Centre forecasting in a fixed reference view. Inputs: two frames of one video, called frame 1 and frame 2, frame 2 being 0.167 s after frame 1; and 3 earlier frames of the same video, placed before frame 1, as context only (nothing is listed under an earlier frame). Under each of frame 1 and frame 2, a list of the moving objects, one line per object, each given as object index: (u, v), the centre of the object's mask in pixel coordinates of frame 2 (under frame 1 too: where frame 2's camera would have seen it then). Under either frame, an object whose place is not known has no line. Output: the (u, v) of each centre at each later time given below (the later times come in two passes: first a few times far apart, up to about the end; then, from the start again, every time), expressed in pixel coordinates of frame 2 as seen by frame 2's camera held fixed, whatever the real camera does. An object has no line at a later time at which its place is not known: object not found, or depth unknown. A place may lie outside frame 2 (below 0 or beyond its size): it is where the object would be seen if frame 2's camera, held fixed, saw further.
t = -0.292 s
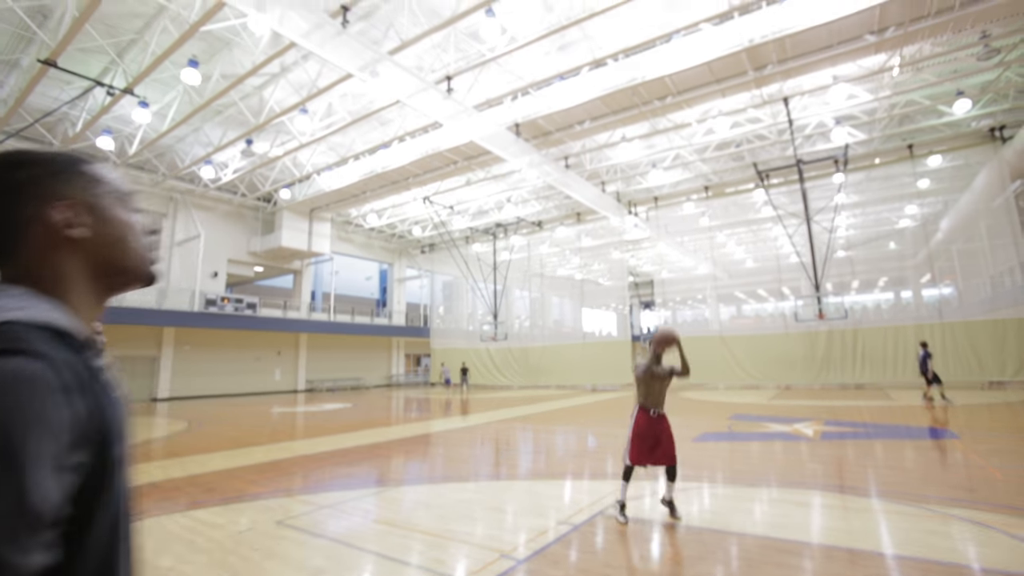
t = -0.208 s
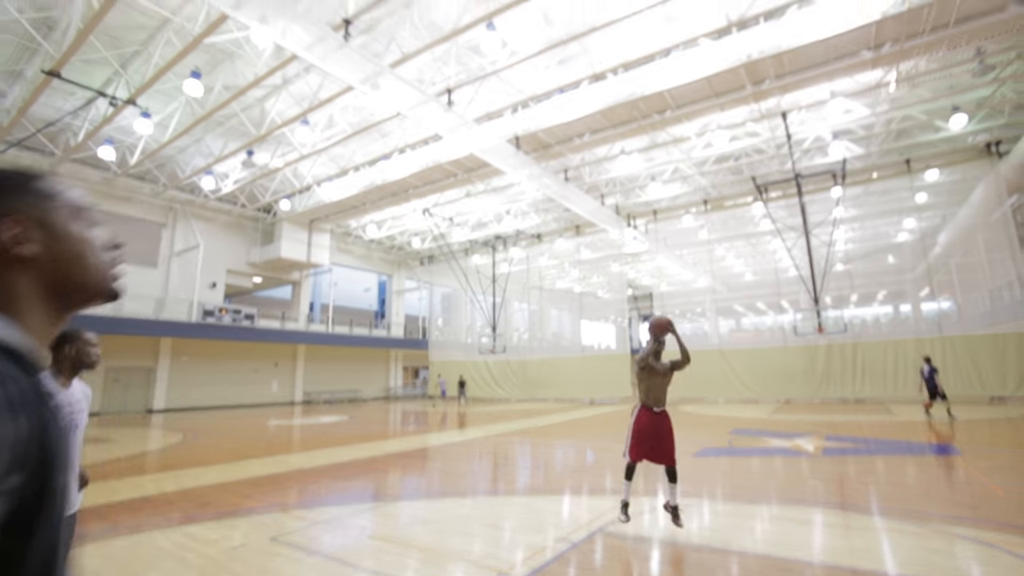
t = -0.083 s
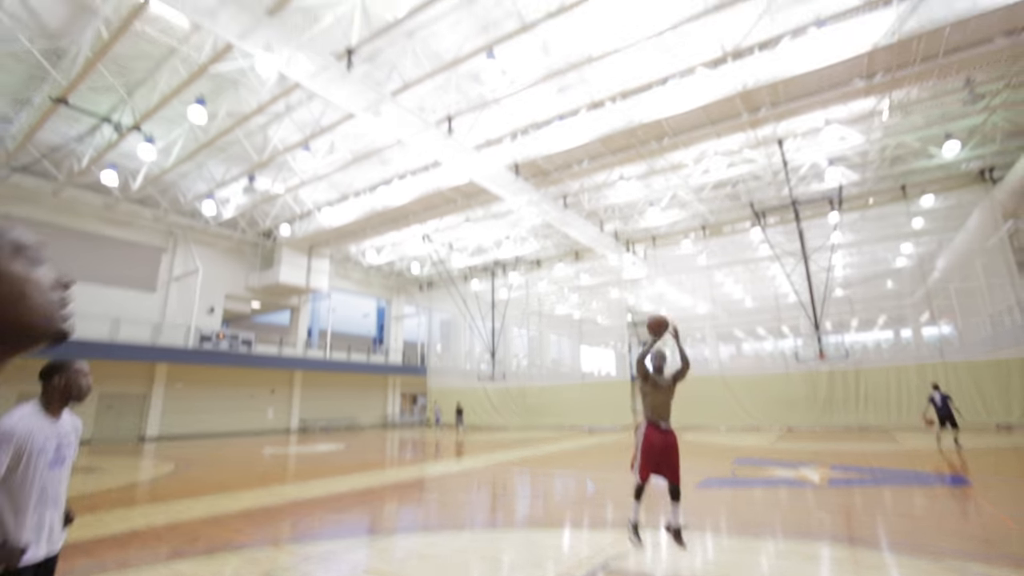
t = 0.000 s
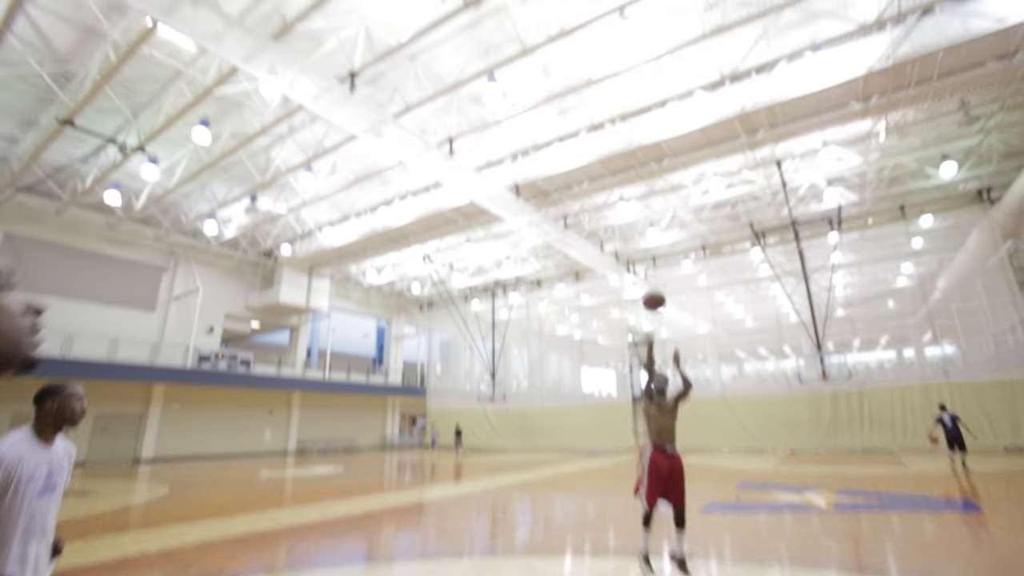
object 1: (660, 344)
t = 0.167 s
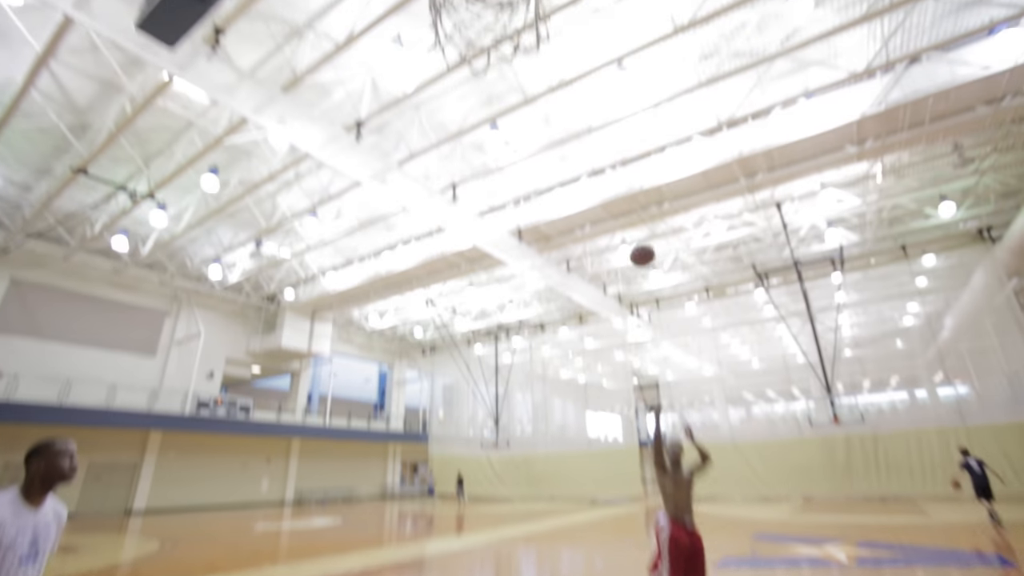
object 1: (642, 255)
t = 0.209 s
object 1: (638, 236)
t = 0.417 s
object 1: (614, 145)
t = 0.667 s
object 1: (578, 59)
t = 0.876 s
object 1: (527, 8)
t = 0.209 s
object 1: (638, 236)
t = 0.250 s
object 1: (633, 217)
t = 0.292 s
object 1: (628, 197)
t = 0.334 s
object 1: (624, 179)
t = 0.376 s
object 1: (619, 162)
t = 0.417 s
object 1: (614, 145)
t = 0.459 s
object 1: (609, 129)
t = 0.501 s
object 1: (604, 114)
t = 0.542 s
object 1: (598, 99)
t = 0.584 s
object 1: (592, 84)
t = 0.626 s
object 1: (585, 71)
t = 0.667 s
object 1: (578, 59)
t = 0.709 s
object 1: (571, 47)
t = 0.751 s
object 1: (566, 39)
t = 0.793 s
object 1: (562, 35)
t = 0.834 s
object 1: (543, 15)
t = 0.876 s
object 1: (527, 8)
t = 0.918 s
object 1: (510, 2)
